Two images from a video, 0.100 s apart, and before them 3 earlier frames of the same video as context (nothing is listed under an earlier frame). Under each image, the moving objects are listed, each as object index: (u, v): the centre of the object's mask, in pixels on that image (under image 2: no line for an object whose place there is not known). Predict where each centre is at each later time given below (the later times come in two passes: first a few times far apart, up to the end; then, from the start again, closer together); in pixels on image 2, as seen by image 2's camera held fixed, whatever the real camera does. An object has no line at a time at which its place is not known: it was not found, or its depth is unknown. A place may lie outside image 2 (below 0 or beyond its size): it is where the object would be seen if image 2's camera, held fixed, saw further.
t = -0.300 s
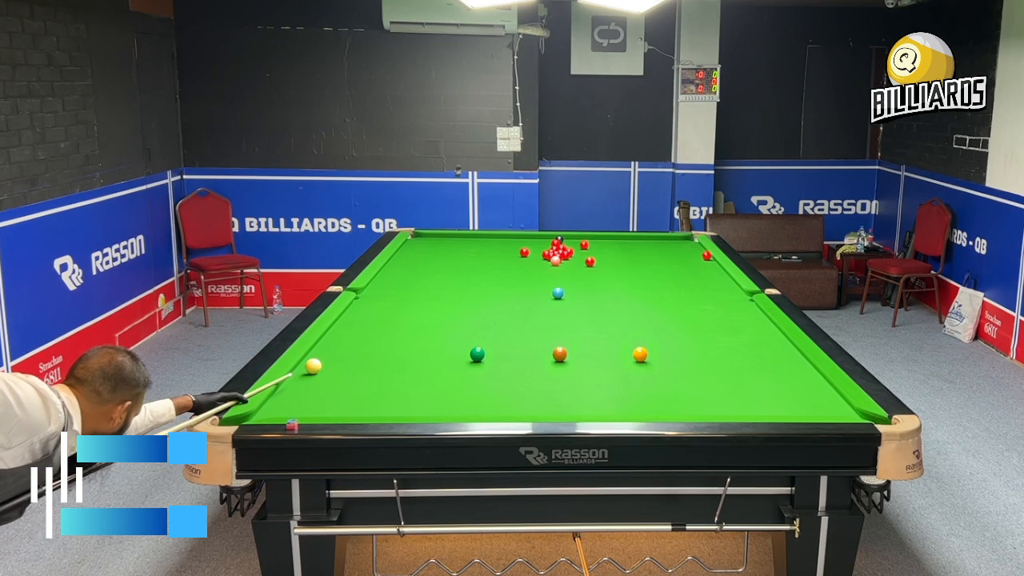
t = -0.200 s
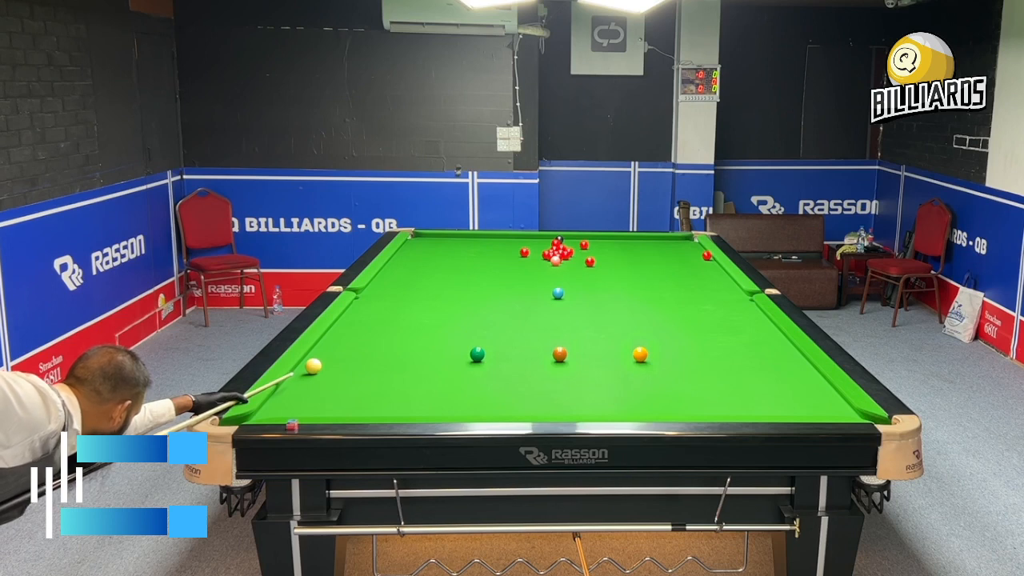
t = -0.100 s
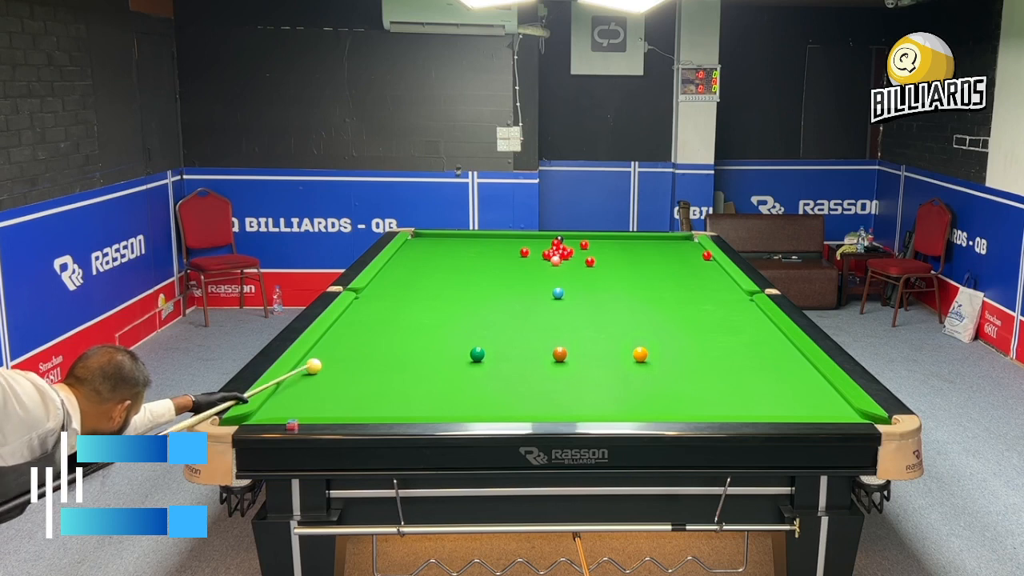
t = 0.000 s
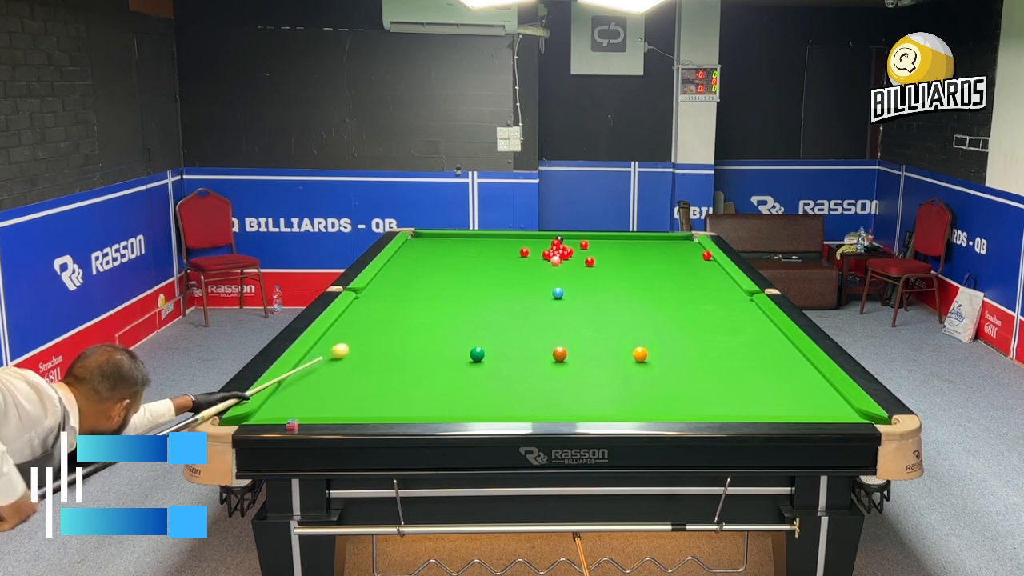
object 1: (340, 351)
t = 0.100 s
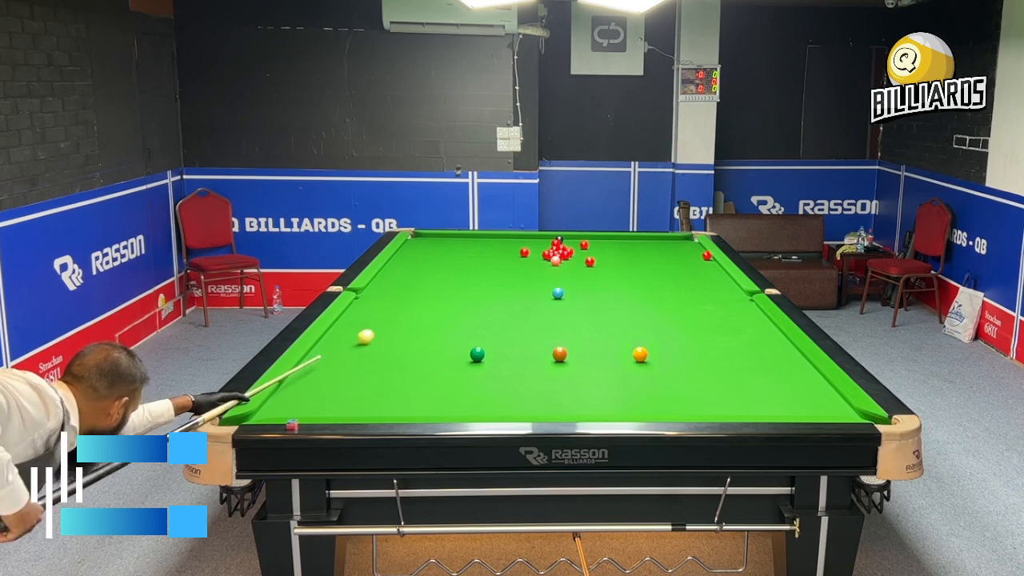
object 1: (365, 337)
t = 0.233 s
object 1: (395, 320)
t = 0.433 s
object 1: (433, 299)
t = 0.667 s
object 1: (469, 279)
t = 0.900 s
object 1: (499, 263)
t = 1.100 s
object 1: (513, 252)
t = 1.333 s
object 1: (497, 245)
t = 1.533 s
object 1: (487, 239)
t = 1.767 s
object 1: (478, 236)
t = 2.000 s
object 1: (468, 240)
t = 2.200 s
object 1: (460, 243)
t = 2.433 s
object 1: (450, 247)
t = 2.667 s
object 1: (440, 251)
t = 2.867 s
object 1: (432, 254)
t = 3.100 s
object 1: (423, 258)
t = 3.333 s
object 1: (413, 262)
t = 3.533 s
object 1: (405, 265)
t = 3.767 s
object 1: (396, 269)
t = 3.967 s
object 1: (388, 272)
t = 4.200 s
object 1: (380, 276)
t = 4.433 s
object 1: (379, 279)
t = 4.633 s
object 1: (379, 282)
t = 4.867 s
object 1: (380, 285)
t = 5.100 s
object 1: (379, 288)
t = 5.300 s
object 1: (379, 290)
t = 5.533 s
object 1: (379, 293)
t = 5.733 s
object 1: (379, 295)
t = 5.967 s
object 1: (379, 297)
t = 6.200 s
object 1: (379, 299)
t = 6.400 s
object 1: (379, 301)
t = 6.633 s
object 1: (379, 302)
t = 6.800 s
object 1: (379, 303)
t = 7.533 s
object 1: (378, 306)
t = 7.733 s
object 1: (377, 306)
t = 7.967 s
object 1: (377, 306)
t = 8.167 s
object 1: (377, 306)
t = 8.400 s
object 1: (377, 306)
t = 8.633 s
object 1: (377, 306)
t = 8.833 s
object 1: (377, 306)
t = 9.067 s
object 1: (377, 306)
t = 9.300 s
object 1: (377, 306)
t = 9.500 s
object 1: (377, 306)
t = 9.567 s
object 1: (377, 306)
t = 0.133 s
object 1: (374, 332)
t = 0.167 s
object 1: (381, 328)
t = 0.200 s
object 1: (388, 324)
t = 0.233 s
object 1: (395, 320)
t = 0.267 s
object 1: (402, 316)
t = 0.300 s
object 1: (409, 312)
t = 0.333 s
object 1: (415, 309)
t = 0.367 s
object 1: (422, 306)
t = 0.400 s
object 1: (427, 302)
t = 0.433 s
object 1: (433, 299)
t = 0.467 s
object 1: (439, 296)
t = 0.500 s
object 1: (444, 293)
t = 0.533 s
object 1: (450, 290)
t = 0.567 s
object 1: (455, 287)
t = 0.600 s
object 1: (460, 284)
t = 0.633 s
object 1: (465, 282)
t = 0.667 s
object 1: (469, 279)
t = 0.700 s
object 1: (474, 277)
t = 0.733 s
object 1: (478, 274)
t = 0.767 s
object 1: (483, 272)
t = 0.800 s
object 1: (487, 270)
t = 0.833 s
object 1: (491, 267)
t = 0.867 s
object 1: (495, 265)
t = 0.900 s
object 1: (499, 263)
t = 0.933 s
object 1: (503, 261)
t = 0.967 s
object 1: (506, 259)
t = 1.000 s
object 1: (510, 257)
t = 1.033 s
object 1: (513, 255)
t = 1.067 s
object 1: (516, 253)
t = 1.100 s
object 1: (513, 252)
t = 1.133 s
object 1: (510, 251)
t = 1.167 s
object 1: (507, 250)
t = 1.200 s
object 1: (505, 249)
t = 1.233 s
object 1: (503, 248)
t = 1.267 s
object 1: (501, 247)
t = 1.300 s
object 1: (499, 246)
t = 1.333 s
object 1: (497, 245)
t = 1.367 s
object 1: (496, 244)
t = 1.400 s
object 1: (494, 243)
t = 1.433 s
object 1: (492, 242)
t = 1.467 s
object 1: (491, 241)
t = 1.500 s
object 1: (489, 240)
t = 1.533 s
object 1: (487, 239)
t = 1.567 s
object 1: (486, 238)
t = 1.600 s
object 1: (485, 237)
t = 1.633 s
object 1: (483, 236)
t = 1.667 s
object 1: (482, 236)
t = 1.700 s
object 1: (480, 235)
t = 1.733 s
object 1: (479, 235)
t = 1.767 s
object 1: (478, 236)
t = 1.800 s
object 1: (476, 237)
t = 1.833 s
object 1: (475, 237)
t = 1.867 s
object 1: (473, 238)
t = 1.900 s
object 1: (472, 238)
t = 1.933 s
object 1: (471, 239)
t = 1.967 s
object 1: (469, 239)
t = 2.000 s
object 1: (468, 240)
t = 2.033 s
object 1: (466, 240)
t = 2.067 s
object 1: (465, 241)
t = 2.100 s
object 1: (464, 241)
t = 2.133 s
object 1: (462, 242)
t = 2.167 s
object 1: (461, 243)
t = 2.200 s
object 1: (460, 243)
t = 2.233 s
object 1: (458, 244)
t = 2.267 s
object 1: (457, 244)
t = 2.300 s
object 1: (455, 245)
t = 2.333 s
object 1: (454, 245)
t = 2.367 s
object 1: (453, 246)
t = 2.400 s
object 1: (451, 246)
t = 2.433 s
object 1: (450, 247)
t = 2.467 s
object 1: (449, 248)
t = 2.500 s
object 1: (447, 248)
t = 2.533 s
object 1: (446, 249)
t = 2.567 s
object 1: (444, 249)
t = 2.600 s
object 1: (443, 250)
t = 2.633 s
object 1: (442, 250)
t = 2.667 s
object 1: (440, 251)
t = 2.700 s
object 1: (439, 251)
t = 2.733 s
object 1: (437, 252)
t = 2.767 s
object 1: (436, 252)
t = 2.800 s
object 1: (435, 253)
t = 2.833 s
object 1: (433, 254)
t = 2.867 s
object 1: (432, 254)
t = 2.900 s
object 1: (431, 255)
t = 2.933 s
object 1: (429, 255)
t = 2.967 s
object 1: (428, 256)
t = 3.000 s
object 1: (427, 256)
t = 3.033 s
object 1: (425, 257)
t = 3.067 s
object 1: (424, 257)
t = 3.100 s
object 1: (423, 258)
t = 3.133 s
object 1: (421, 258)
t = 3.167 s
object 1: (420, 259)
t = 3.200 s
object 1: (418, 260)
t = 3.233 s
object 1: (417, 260)
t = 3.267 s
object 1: (416, 261)
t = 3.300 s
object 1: (414, 261)
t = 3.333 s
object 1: (413, 262)
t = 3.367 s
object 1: (412, 262)
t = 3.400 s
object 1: (410, 263)
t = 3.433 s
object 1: (409, 264)
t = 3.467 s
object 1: (408, 264)
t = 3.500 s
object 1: (406, 265)
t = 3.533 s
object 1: (405, 265)
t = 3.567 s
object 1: (404, 266)
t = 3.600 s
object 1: (402, 266)
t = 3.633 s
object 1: (401, 267)
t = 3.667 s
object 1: (400, 267)
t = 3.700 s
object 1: (398, 268)
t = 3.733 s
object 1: (397, 269)
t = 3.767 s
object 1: (396, 269)
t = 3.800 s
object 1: (394, 270)
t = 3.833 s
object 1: (393, 270)
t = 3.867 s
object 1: (392, 271)
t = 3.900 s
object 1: (390, 271)
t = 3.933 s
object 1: (389, 272)
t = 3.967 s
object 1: (388, 272)
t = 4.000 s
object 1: (386, 273)
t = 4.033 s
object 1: (385, 273)
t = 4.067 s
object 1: (384, 274)
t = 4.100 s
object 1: (382, 275)
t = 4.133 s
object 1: (381, 275)
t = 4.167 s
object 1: (380, 276)
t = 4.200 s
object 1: (380, 276)
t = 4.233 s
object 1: (379, 277)
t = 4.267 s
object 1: (379, 277)
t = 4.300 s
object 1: (379, 278)
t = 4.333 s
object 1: (379, 278)
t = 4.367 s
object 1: (379, 279)
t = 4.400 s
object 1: (379, 279)
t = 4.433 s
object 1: (379, 279)
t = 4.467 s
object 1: (379, 280)
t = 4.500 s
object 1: (379, 280)
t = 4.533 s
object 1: (379, 281)
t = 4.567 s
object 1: (379, 281)
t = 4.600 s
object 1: (379, 282)
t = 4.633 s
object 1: (379, 282)
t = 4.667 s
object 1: (380, 283)
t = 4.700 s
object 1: (380, 283)
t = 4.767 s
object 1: (380, 284)
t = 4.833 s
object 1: (379, 285)
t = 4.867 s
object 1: (380, 285)
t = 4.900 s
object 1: (379, 286)
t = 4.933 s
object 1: (379, 286)
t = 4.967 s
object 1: (379, 286)
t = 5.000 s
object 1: (379, 287)
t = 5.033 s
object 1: (379, 287)
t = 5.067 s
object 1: (379, 288)
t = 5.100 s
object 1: (379, 288)
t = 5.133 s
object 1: (379, 289)
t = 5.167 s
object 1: (379, 289)
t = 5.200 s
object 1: (379, 289)
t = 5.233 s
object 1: (379, 290)
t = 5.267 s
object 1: (379, 290)
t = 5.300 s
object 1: (379, 290)
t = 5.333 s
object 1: (379, 291)
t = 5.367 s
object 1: (379, 291)
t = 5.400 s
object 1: (379, 292)
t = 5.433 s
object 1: (379, 292)
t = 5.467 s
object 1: (379, 292)
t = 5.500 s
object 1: (379, 293)
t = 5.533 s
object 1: (379, 293)
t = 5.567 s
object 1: (379, 294)
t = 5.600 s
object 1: (379, 294)
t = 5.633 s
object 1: (379, 294)
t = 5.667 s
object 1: (379, 294)
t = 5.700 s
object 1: (379, 295)
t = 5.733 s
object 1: (379, 295)
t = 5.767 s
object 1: (379, 295)
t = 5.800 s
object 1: (379, 296)
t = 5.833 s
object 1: (379, 296)
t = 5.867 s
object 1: (379, 296)
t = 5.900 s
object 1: (379, 297)
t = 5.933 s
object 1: (379, 297)
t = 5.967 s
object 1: (379, 297)
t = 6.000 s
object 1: (379, 297)
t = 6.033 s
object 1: (379, 298)
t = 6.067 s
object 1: (379, 298)
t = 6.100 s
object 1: (379, 298)
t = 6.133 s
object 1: (379, 299)
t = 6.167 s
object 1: (379, 299)
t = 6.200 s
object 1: (379, 299)
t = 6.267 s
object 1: (379, 300)
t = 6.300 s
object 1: (379, 300)
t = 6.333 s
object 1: (379, 300)
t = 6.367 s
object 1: (379, 300)
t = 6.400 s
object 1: (379, 301)
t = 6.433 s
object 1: (379, 301)
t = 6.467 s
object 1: (379, 301)
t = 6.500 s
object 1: (379, 301)
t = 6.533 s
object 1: (379, 302)
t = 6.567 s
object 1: (379, 302)
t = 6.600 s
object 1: (379, 302)
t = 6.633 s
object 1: (379, 302)
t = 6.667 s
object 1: (379, 302)
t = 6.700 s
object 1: (379, 303)
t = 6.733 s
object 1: (379, 303)
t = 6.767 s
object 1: (379, 303)
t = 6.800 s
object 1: (379, 303)
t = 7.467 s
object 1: (378, 305)
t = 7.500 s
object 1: (378, 306)
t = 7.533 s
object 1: (378, 306)
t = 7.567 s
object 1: (378, 305)
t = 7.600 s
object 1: (378, 306)
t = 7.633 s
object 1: (377, 306)
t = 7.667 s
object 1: (377, 306)
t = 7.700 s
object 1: (377, 306)
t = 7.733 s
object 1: (377, 306)
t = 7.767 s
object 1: (377, 306)
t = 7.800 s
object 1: (377, 306)
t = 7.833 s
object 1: (377, 306)
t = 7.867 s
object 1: (377, 306)
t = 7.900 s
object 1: (377, 306)
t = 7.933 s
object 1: (377, 306)
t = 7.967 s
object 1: (377, 306)
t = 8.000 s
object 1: (377, 306)
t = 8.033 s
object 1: (377, 306)
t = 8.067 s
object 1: (377, 306)
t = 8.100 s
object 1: (377, 306)
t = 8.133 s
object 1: (377, 306)
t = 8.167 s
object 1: (377, 306)
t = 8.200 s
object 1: (377, 306)
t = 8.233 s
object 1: (377, 306)
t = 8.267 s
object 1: (377, 306)
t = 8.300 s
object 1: (377, 306)
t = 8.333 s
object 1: (377, 306)
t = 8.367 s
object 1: (377, 306)
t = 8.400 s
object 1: (377, 306)
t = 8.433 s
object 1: (377, 306)
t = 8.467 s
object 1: (377, 306)
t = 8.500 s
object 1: (377, 306)
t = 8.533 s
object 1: (377, 306)
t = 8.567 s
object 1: (377, 306)
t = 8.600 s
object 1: (377, 306)
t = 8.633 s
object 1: (377, 306)
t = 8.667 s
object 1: (377, 306)
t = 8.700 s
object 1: (377, 306)
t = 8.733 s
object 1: (377, 306)
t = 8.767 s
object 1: (377, 306)
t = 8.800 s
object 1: (377, 306)
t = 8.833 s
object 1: (377, 306)
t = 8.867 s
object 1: (377, 306)
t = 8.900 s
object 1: (377, 306)
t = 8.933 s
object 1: (377, 306)
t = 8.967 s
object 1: (377, 306)
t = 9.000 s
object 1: (377, 306)
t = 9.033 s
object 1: (377, 306)
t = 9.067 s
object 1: (377, 306)
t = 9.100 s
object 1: (377, 306)
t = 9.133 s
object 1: (377, 306)
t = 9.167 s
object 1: (377, 306)
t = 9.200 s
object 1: (377, 306)
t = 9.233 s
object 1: (377, 306)
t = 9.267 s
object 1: (377, 306)
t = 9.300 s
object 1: (377, 306)
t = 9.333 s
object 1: (377, 306)
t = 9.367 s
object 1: (377, 306)
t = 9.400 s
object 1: (377, 306)
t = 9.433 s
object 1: (377, 306)
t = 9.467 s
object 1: (377, 306)
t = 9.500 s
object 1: (377, 306)
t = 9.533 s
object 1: (377, 306)
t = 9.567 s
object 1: (377, 306)
